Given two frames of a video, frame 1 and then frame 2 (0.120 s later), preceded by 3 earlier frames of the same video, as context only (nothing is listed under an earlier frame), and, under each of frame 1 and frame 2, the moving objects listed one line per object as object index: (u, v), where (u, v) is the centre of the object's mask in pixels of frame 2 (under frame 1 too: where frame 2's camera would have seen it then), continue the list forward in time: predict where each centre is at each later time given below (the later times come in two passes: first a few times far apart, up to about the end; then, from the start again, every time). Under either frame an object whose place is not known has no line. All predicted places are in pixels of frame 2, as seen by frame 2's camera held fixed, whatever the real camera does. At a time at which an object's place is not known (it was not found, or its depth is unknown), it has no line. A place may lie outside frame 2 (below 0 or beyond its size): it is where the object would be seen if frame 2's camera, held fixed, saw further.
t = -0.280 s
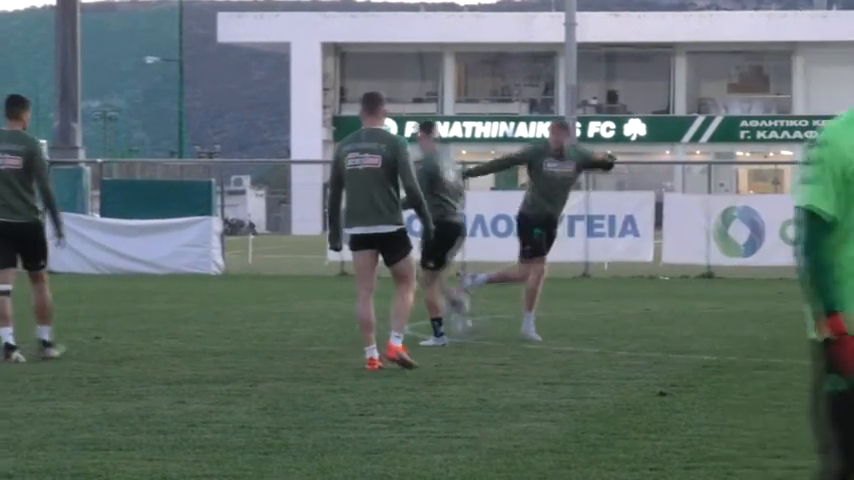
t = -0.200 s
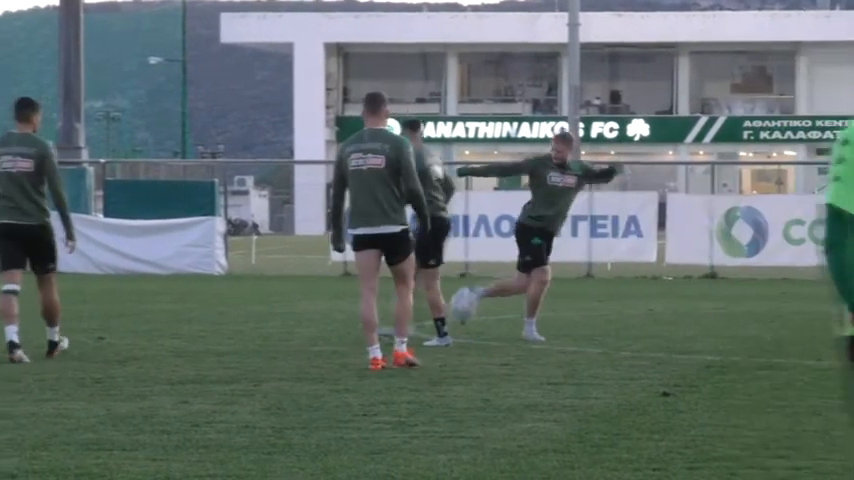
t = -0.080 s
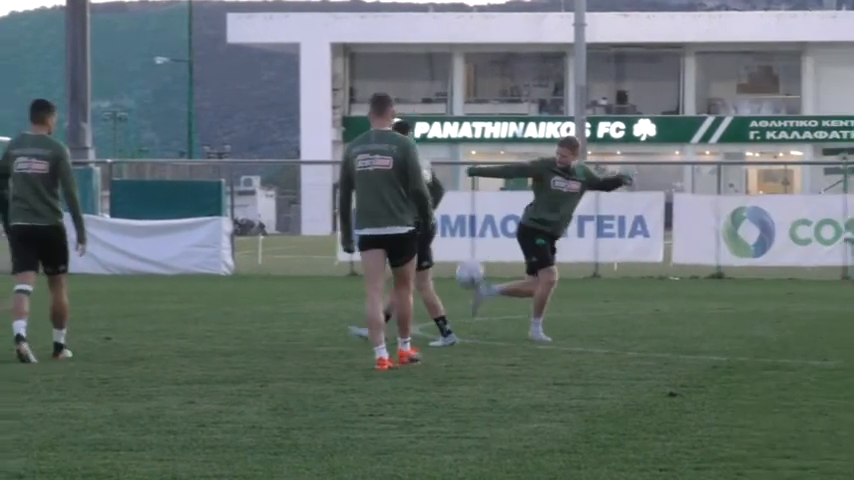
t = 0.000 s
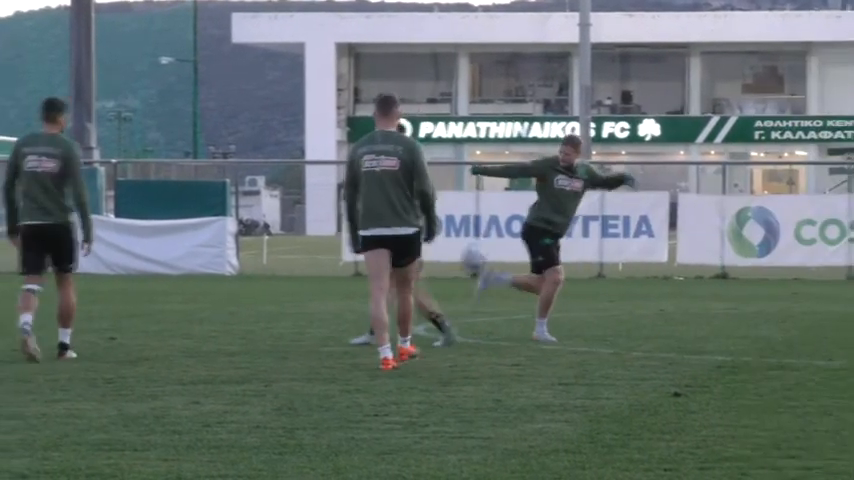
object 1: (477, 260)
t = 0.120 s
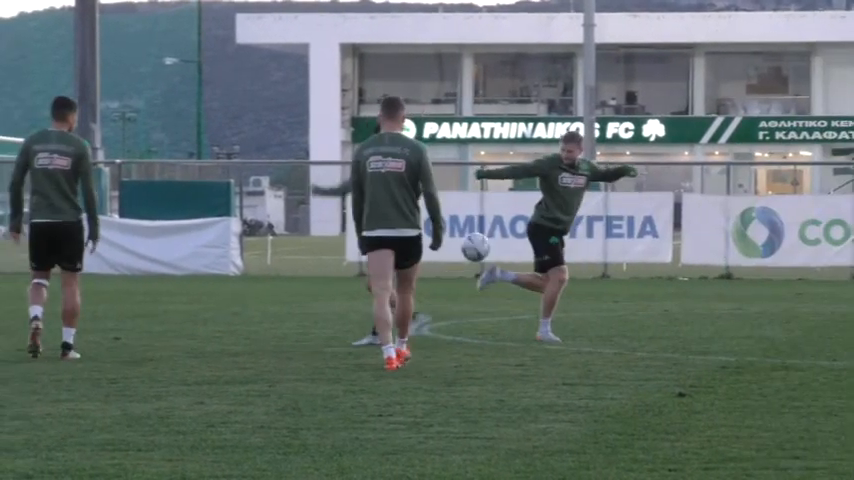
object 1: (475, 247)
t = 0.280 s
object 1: (472, 265)
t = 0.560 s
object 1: (469, 316)
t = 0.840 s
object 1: (473, 308)
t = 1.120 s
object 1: (473, 323)
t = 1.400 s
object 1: (470, 333)
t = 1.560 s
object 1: (470, 332)
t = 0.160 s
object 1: (474, 247)
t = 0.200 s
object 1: (474, 250)
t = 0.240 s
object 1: (472, 255)
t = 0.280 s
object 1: (472, 265)
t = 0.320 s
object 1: (471, 268)
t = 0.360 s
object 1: (470, 278)
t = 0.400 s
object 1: (470, 291)
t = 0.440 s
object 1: (469, 306)
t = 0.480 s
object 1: (468, 321)
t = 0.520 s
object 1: (468, 326)
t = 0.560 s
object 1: (469, 316)
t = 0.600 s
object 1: (469, 313)
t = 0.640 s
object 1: (470, 307)
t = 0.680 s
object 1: (471, 304)
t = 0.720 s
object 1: (471, 302)
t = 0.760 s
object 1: (472, 302)
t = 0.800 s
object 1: (473, 305)
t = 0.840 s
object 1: (473, 308)
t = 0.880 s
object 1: (474, 314)
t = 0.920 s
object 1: (474, 323)
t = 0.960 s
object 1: (475, 329)
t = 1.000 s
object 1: (474, 328)
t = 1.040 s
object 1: (474, 325)
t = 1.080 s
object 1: (473, 324)
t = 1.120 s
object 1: (473, 323)
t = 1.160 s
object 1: (472, 325)
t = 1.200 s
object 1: (471, 330)
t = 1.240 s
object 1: (471, 331)
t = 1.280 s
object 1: (471, 331)
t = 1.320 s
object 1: (470, 331)
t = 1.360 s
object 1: (470, 333)
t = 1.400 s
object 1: (470, 333)
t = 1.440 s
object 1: (470, 333)
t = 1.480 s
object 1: (470, 333)
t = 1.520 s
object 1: (470, 333)
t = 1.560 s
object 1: (470, 332)
